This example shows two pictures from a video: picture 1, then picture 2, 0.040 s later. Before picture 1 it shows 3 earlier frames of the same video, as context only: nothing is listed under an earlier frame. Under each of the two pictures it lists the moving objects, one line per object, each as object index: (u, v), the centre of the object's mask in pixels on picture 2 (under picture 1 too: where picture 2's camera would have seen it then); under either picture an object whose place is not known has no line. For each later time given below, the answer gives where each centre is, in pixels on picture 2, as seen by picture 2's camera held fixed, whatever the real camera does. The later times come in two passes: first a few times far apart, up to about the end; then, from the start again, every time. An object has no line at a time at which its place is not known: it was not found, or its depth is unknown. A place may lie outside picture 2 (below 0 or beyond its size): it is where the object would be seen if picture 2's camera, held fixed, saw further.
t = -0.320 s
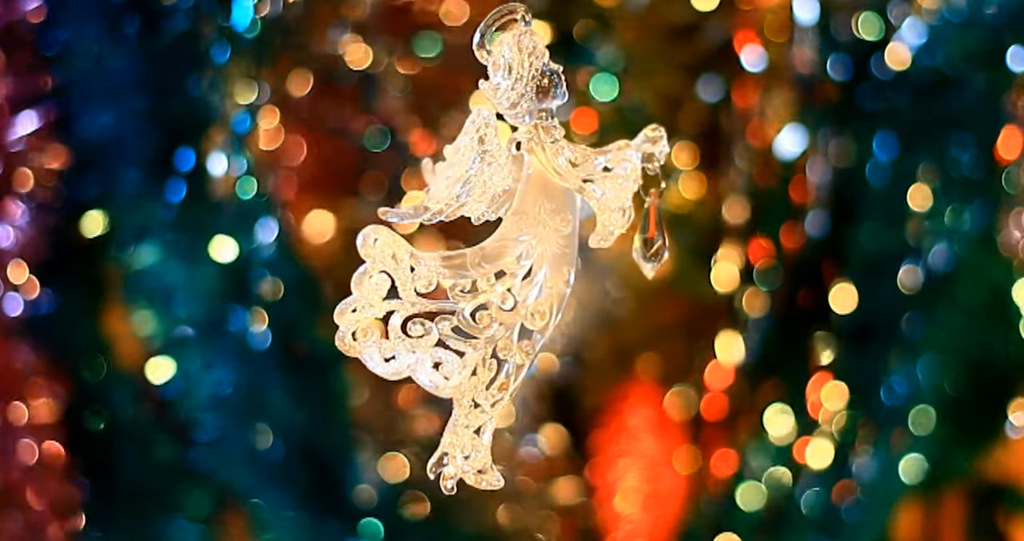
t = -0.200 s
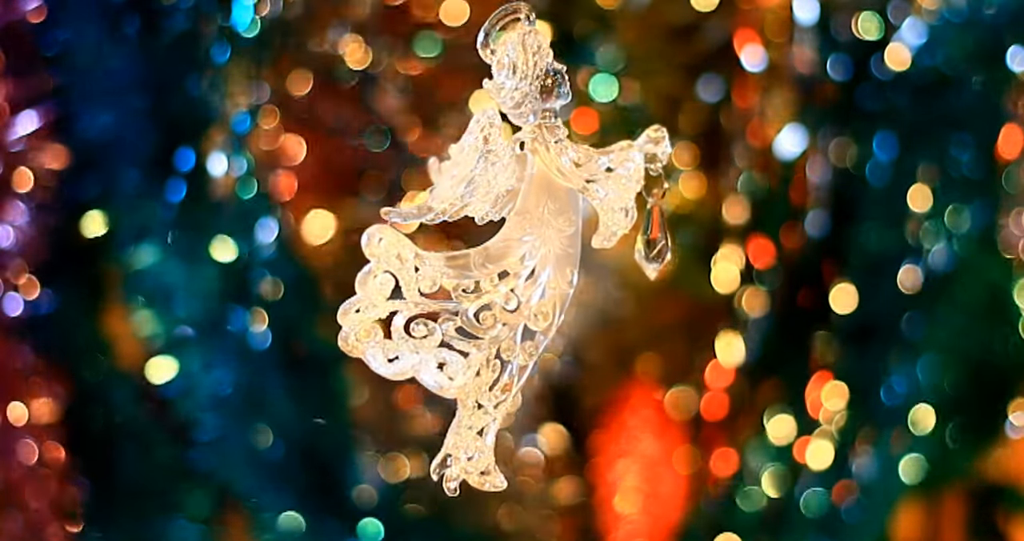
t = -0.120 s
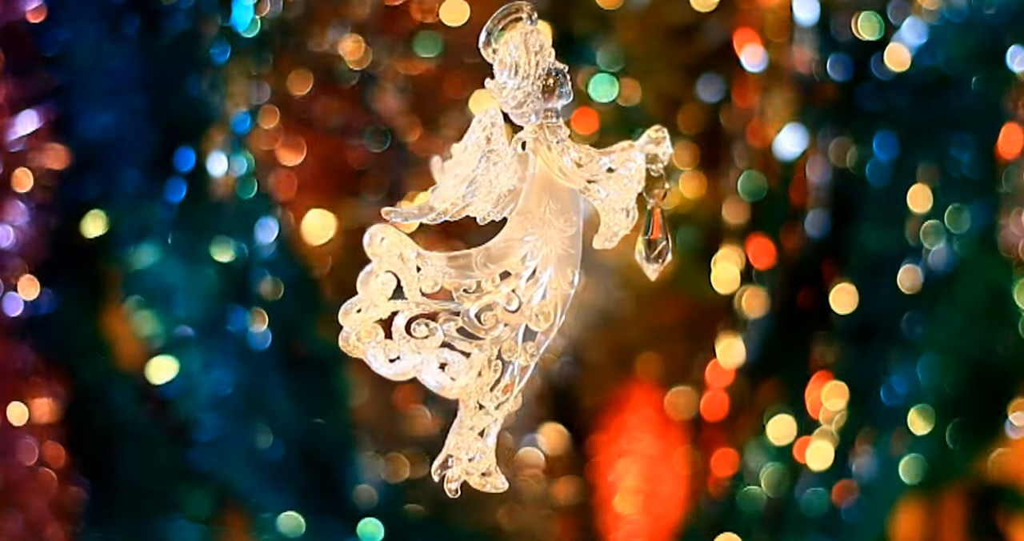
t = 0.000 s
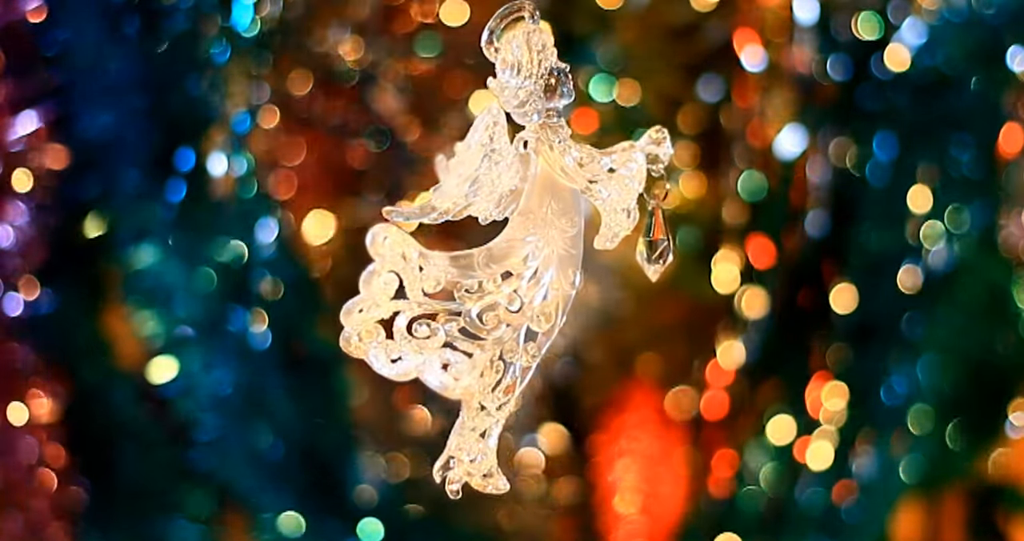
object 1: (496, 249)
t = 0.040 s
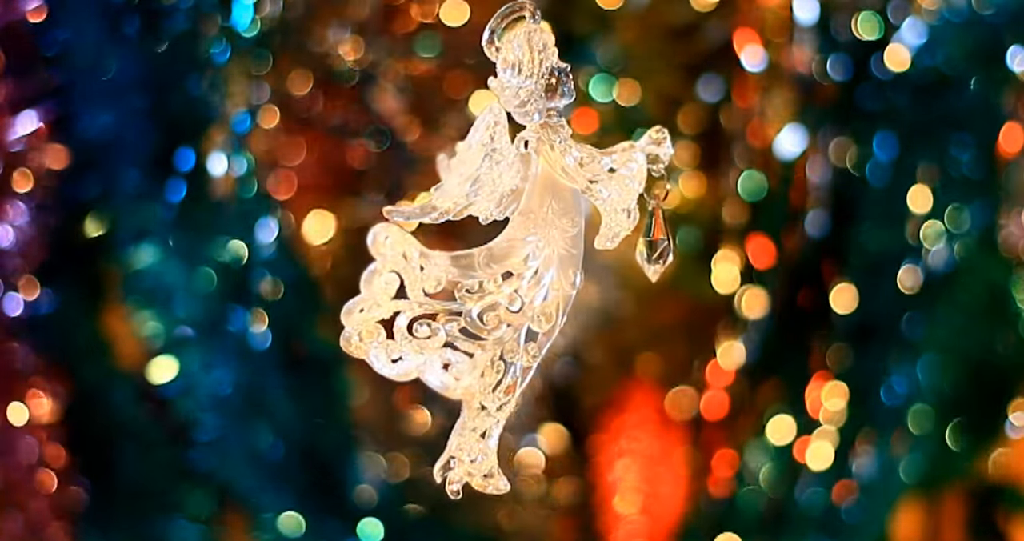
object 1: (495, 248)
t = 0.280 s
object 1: (501, 249)
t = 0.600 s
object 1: (505, 250)
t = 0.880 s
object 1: (485, 249)
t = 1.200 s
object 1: (468, 249)
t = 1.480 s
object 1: (486, 250)
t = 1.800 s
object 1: (512, 251)
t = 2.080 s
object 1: (506, 251)
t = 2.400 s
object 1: (490, 251)
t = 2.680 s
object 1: (486, 250)
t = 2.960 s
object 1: (482, 250)
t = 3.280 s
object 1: (482, 250)
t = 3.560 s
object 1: (502, 251)
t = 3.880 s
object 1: (514, 251)
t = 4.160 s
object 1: (494, 251)
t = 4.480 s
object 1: (470, 248)
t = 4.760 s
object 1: (481, 249)
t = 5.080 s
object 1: (497, 250)
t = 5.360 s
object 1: (498, 249)
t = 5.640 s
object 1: (500, 249)
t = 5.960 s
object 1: (499, 248)
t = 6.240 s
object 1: (480, 247)
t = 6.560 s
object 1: (471, 247)
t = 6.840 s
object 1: (493, 248)
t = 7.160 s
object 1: (513, 248)
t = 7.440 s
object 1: (501, 248)
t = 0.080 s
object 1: (496, 248)
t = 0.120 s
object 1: (498, 249)
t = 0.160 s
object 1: (499, 249)
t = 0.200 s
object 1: (499, 248)
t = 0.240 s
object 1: (501, 249)
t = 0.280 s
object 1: (501, 249)
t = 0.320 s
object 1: (502, 249)
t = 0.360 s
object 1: (503, 249)
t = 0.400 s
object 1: (504, 249)
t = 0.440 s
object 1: (505, 249)
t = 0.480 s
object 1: (505, 249)
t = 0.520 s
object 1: (505, 249)
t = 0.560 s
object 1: (506, 250)
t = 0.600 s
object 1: (505, 250)
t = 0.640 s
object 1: (503, 250)
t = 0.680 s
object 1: (501, 250)
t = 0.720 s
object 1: (499, 250)
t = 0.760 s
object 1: (496, 250)
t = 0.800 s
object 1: (492, 250)
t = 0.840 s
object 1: (489, 250)
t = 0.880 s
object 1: (485, 249)
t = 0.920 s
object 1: (482, 249)
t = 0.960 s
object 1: (478, 249)
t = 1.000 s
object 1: (475, 249)
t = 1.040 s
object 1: (473, 249)
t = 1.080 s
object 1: (470, 249)
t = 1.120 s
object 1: (469, 249)
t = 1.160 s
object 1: (468, 249)
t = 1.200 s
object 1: (468, 249)
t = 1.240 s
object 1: (469, 249)
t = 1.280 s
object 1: (470, 249)
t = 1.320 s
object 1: (472, 249)
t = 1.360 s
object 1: (475, 249)
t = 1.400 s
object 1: (478, 249)
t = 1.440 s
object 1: (482, 250)
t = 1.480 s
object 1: (486, 250)
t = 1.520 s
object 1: (490, 251)
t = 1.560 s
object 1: (493, 250)
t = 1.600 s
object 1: (497, 250)
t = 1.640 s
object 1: (502, 251)
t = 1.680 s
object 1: (504, 250)
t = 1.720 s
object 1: (507, 251)
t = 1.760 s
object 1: (509, 251)
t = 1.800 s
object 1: (512, 251)
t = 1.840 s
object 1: (512, 252)
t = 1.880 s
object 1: (513, 252)
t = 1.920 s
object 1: (512, 252)
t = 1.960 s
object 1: (511, 252)
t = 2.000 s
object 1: (510, 252)
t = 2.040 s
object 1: (508, 252)
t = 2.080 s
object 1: (506, 251)
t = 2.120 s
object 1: (503, 251)
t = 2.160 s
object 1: (501, 251)
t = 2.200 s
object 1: (498, 251)
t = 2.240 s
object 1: (496, 251)
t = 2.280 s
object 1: (494, 251)
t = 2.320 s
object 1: (491, 250)
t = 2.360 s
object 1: (491, 250)
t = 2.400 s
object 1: (490, 251)
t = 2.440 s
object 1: (489, 250)
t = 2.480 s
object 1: (488, 250)
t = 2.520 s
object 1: (487, 250)
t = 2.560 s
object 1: (487, 250)
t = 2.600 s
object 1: (487, 250)
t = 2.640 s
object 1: (487, 250)
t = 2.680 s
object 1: (486, 250)
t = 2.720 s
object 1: (486, 250)
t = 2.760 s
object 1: (486, 250)
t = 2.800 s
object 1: (485, 250)
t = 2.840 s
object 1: (485, 250)
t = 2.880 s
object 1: (484, 250)
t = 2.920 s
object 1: (483, 250)
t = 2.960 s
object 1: (482, 250)
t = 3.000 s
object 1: (481, 250)
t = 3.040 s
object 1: (481, 250)
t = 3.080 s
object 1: (480, 250)
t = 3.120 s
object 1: (480, 250)
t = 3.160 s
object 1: (479, 249)
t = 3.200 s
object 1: (480, 250)
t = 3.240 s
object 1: (481, 250)
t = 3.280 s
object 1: (482, 250)
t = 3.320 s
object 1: (484, 250)
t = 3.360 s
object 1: (486, 250)
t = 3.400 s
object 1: (489, 251)
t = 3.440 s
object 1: (492, 251)
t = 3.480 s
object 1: (495, 251)
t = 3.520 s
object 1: (498, 251)
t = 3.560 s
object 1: (502, 251)
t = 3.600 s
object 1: (505, 251)
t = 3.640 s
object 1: (508, 252)
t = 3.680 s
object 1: (511, 252)
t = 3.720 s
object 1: (512, 251)
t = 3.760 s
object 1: (514, 251)
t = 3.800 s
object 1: (514, 251)
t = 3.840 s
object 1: (515, 251)
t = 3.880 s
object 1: (514, 251)
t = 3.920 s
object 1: (513, 251)
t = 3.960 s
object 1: (511, 251)
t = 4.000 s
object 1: (508, 251)
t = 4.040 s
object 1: (506, 251)
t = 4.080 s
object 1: (501, 251)
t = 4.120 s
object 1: (499, 251)
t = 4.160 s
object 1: (494, 251)
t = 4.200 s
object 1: (489, 250)
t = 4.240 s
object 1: (486, 250)
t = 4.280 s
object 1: (482, 249)
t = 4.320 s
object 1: (479, 250)
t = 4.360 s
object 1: (476, 249)
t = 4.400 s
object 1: (473, 249)
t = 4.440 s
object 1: (471, 249)
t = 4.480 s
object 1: (470, 248)
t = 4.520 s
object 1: (471, 249)
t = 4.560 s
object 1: (472, 249)
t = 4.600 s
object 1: (473, 249)
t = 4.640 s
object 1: (474, 249)
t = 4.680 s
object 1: (476, 249)
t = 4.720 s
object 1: (478, 249)
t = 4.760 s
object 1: (481, 249)
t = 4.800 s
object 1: (483, 249)
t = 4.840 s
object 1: (485, 250)
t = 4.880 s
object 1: (488, 250)
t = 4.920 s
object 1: (490, 250)
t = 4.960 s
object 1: (492, 250)
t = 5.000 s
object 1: (494, 250)
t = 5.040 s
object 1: (496, 250)
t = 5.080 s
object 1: (497, 250)
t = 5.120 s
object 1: (498, 250)
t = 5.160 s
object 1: (498, 250)
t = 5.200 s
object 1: (499, 250)
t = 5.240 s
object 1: (499, 250)
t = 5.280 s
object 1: (499, 250)
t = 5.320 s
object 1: (498, 249)
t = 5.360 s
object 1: (498, 249)
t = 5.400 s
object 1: (498, 249)
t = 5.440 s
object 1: (498, 249)
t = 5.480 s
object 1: (498, 249)
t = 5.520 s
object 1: (498, 249)
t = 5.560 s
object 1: (499, 249)
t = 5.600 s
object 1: (501, 249)
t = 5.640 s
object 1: (500, 249)
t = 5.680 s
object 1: (500, 248)
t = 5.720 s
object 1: (501, 248)
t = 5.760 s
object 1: (501, 248)
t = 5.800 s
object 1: (503, 249)
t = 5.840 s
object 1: (502, 249)
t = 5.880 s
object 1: (502, 249)
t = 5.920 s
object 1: (500, 248)
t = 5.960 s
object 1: (499, 248)
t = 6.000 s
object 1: (497, 248)
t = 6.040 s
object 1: (495, 248)
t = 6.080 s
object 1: (492, 248)
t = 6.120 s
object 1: (490, 248)
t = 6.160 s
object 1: (487, 248)
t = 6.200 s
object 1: (484, 248)
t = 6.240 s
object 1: (480, 247)
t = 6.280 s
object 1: (478, 247)
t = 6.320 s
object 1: (475, 247)
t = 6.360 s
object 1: (473, 247)
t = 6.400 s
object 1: (471, 247)
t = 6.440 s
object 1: (470, 247)
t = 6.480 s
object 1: (470, 246)
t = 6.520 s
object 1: (470, 246)
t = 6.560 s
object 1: (471, 247)
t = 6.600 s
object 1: (473, 247)
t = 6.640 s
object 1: (475, 247)
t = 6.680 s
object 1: (478, 247)
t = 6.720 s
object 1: (481, 247)
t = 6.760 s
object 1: (485, 248)
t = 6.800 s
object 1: (489, 247)
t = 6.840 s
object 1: (493, 248)
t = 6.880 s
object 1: (497, 248)
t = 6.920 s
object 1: (501, 248)
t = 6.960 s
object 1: (504, 248)
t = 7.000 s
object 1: (507, 248)
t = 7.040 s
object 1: (509, 248)
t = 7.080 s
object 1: (511, 248)
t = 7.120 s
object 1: (512, 248)
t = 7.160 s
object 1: (513, 248)
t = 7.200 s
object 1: (513, 248)
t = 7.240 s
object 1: (512, 248)
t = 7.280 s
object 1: (511, 248)
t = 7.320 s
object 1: (509, 248)
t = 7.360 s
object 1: (506, 248)
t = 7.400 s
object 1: (504, 248)
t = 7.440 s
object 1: (501, 248)
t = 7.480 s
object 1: (498, 247)
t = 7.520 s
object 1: (496, 247)
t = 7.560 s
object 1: (493, 247)
